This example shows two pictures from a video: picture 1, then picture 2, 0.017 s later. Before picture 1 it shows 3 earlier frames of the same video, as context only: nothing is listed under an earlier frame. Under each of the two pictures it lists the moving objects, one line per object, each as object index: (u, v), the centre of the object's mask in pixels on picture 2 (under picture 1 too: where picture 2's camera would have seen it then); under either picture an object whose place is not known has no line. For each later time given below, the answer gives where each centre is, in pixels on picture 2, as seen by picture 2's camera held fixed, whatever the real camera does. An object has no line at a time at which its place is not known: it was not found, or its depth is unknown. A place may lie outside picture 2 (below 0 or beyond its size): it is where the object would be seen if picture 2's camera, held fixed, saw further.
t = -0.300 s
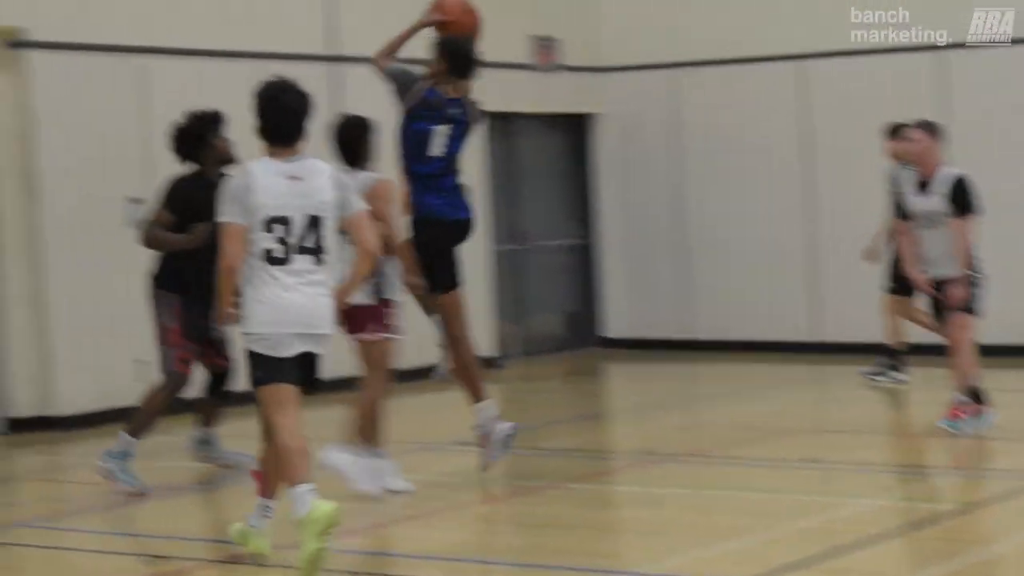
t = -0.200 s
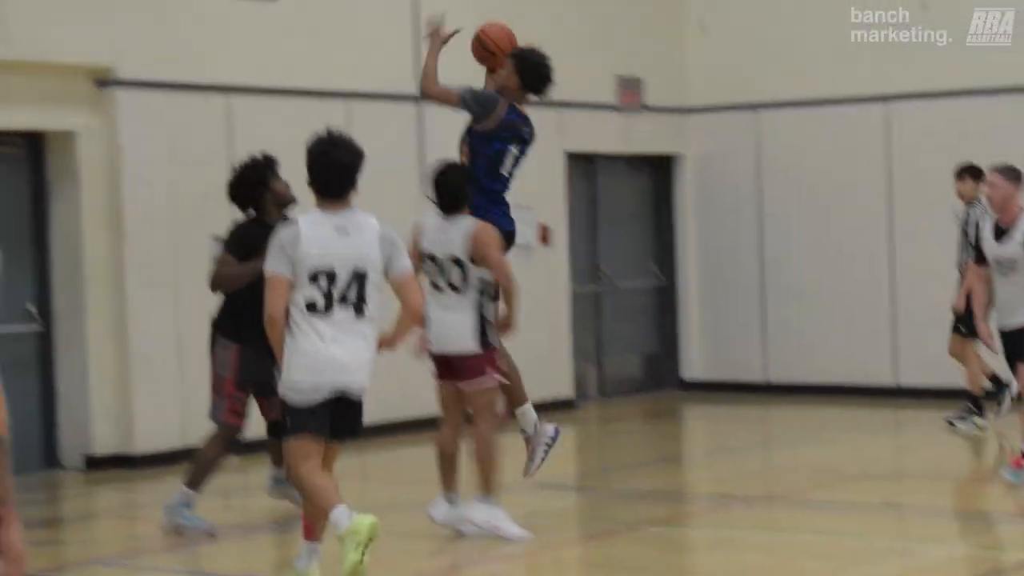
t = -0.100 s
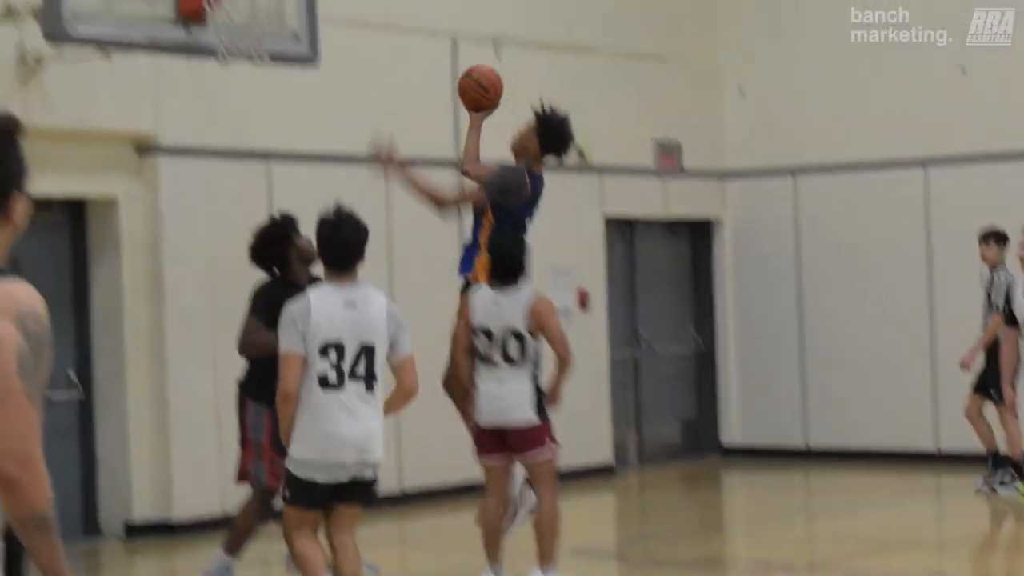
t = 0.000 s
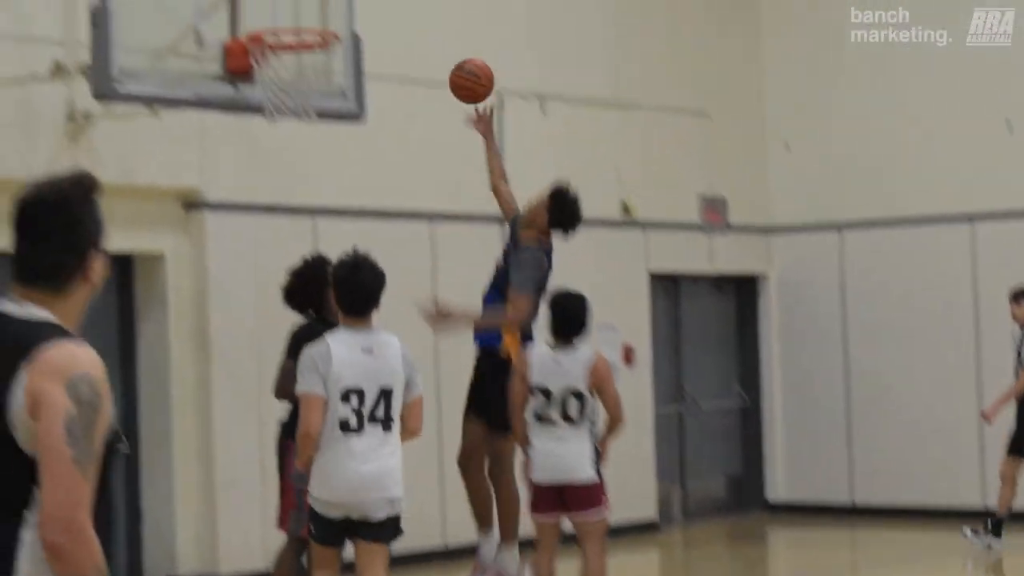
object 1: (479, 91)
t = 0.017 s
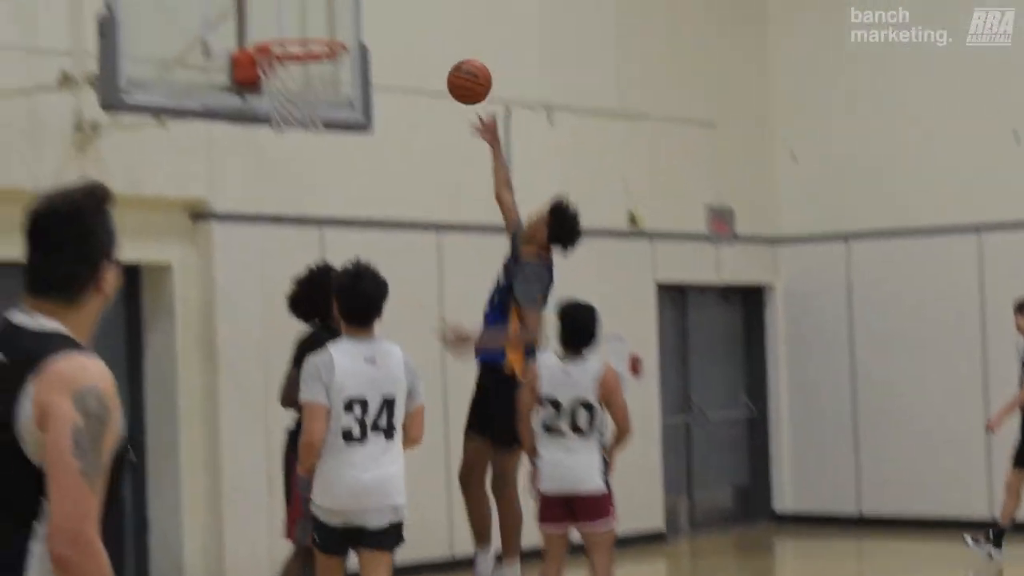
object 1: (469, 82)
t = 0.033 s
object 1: (460, 72)
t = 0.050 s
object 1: (451, 64)
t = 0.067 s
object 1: (442, 56)
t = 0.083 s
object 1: (433, 47)
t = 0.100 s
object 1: (424, 41)
